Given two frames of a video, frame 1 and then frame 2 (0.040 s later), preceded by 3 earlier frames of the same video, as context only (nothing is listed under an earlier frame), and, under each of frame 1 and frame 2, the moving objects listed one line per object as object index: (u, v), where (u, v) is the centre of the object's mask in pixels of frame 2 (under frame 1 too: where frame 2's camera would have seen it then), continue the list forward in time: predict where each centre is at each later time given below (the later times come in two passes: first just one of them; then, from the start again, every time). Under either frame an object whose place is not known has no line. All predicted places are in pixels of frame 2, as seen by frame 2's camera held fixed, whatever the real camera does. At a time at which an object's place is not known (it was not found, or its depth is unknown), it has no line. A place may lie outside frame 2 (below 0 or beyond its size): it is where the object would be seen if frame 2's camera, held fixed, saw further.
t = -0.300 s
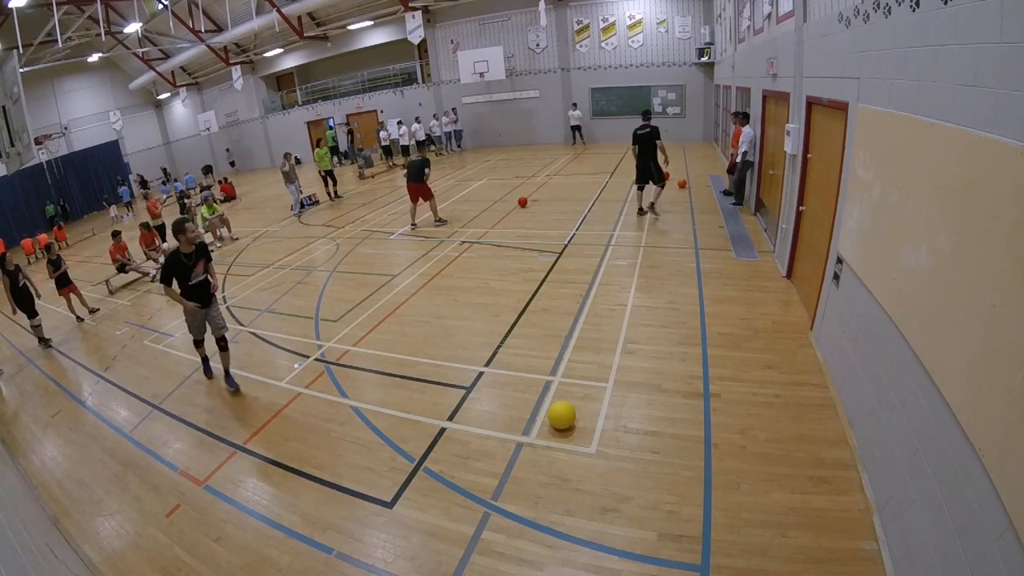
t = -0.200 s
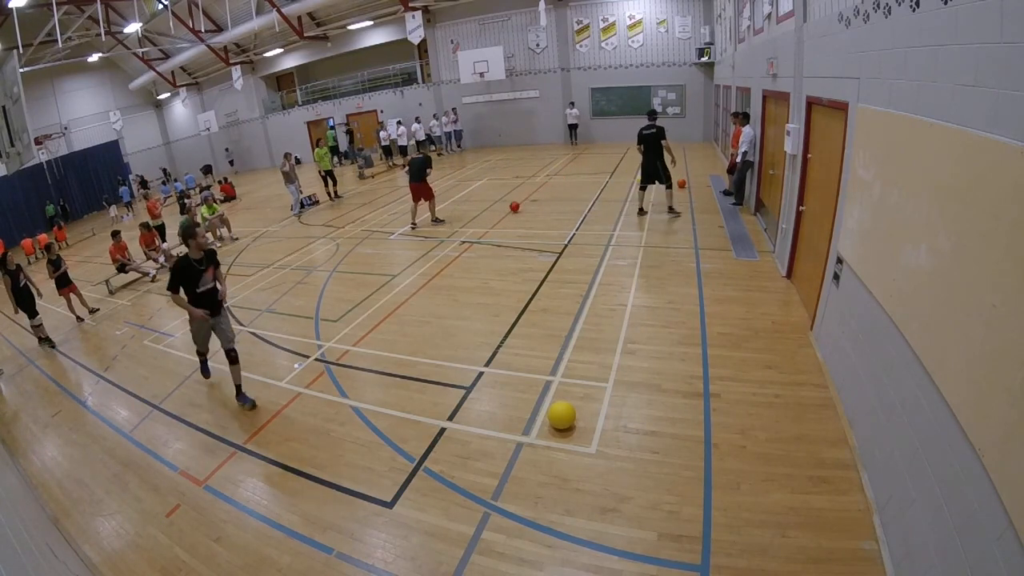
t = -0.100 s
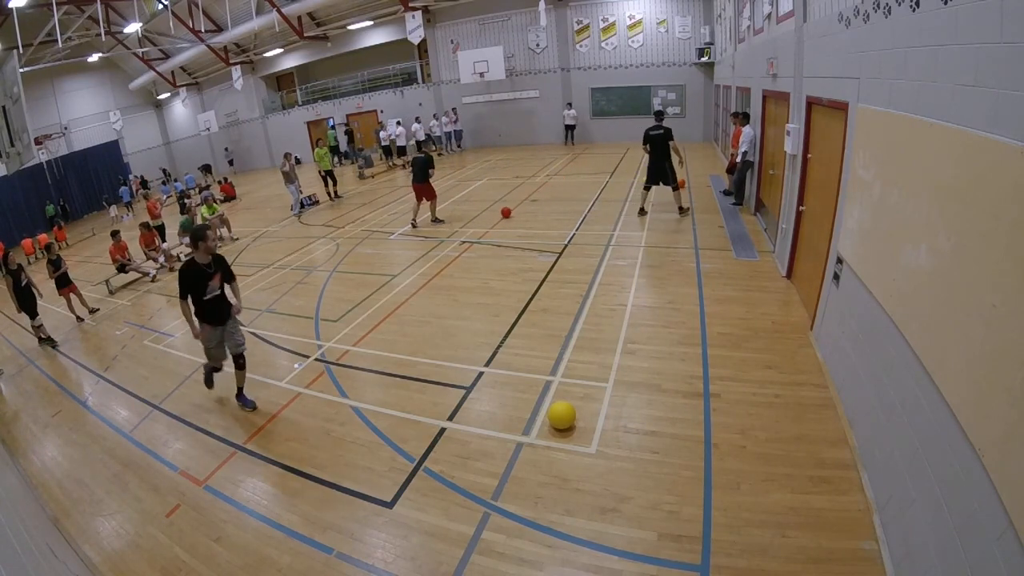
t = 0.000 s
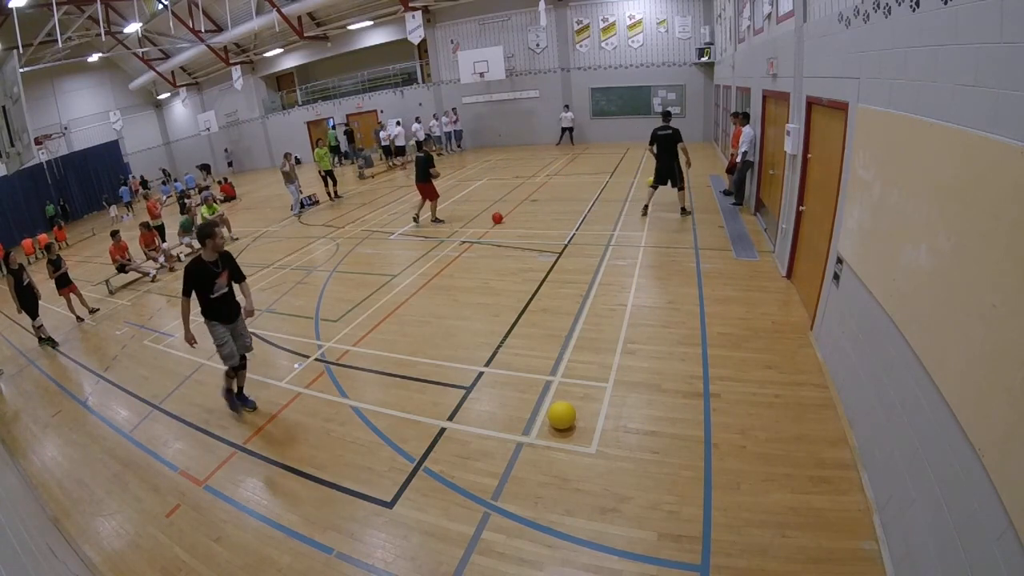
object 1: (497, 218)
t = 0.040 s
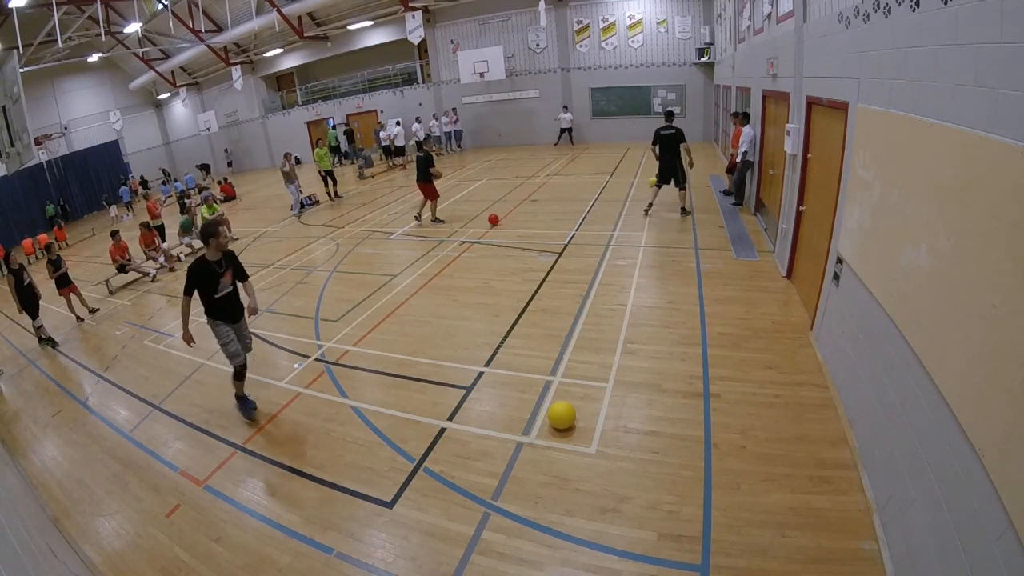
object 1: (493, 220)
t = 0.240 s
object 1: (474, 231)
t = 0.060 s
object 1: (491, 221)
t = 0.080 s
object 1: (489, 222)
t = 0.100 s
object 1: (488, 224)
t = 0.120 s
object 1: (486, 224)
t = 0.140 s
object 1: (483, 226)
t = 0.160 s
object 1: (482, 227)
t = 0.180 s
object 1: (480, 228)
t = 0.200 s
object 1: (478, 229)
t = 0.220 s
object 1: (476, 230)
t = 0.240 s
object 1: (474, 231)
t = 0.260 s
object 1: (472, 233)
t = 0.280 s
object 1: (470, 234)
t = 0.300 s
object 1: (468, 235)
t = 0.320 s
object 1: (466, 236)
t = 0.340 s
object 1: (463, 238)
